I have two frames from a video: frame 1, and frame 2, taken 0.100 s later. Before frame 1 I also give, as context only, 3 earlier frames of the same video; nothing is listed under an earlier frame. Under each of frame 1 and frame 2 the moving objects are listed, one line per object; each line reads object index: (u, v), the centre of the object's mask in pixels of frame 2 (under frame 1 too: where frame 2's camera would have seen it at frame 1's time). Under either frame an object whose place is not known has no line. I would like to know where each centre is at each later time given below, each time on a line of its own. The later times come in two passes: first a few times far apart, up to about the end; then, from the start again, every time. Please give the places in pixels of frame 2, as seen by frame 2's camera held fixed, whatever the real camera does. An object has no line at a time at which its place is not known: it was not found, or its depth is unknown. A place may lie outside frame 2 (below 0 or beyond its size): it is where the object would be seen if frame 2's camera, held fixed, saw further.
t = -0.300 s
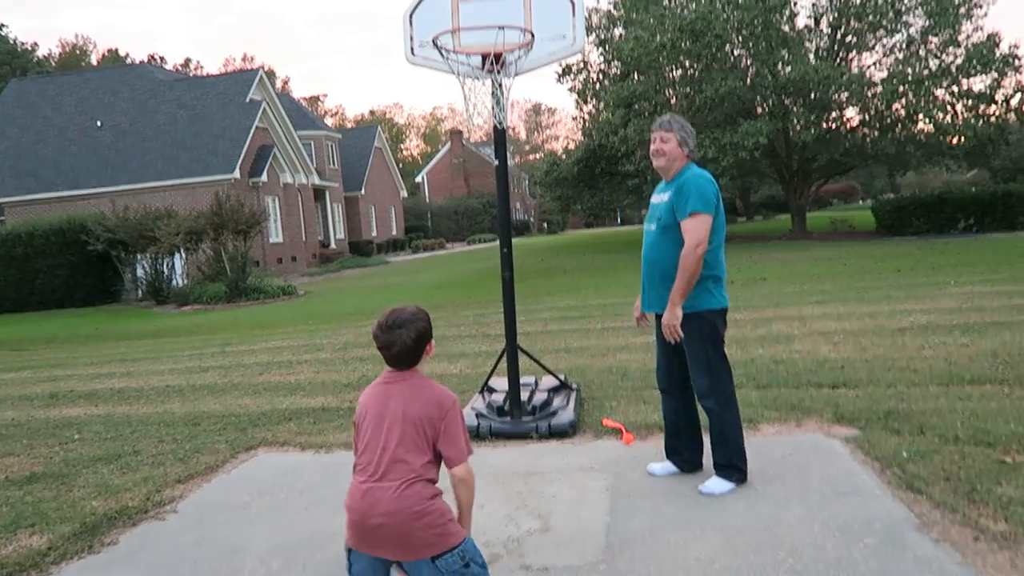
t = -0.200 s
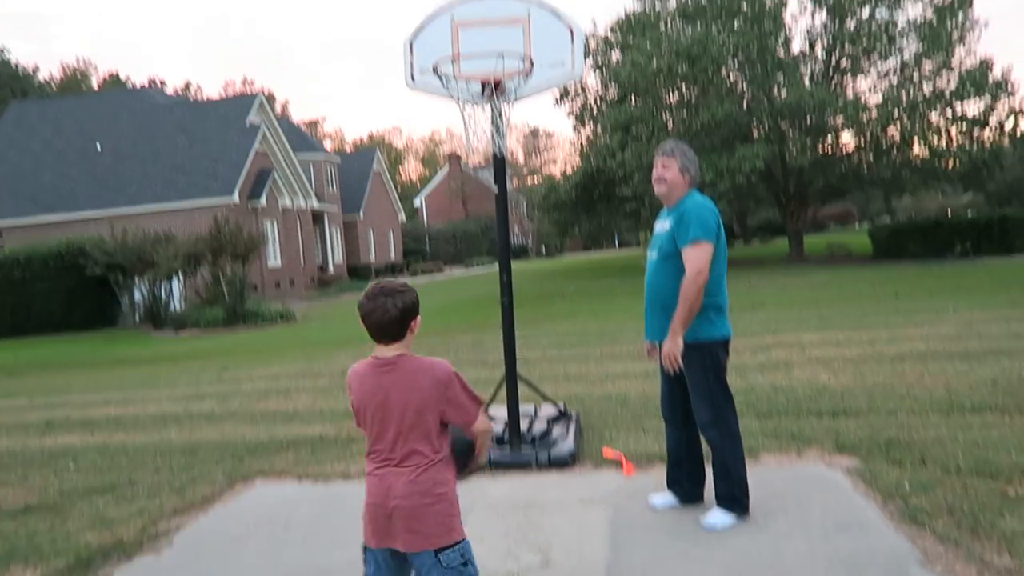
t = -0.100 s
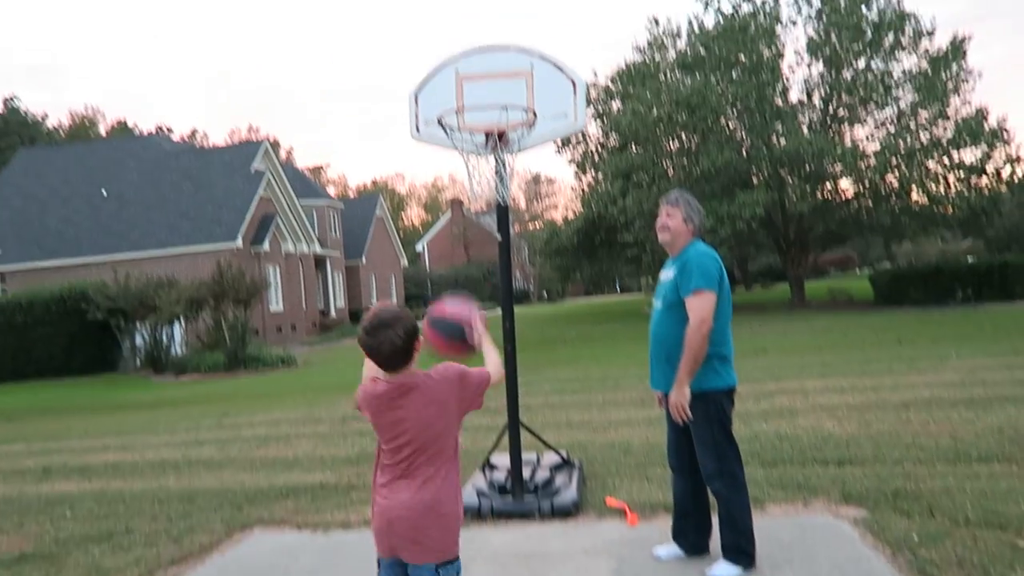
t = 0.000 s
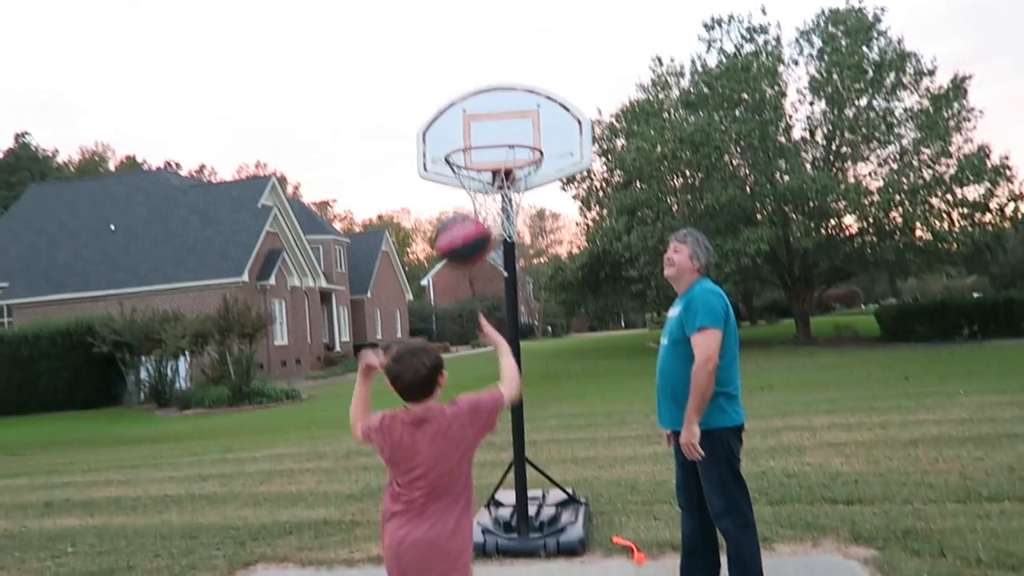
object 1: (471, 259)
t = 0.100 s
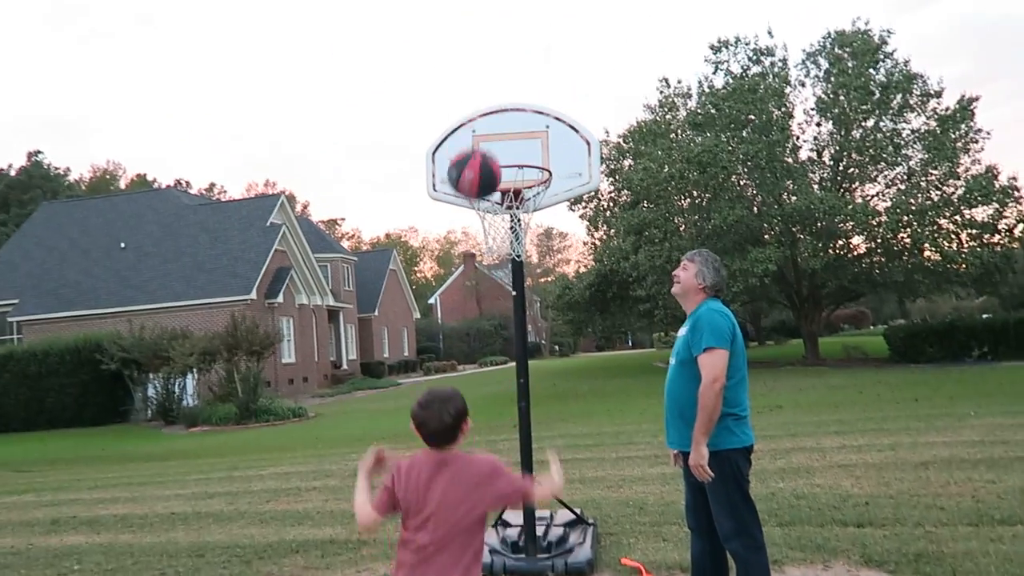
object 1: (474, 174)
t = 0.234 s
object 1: (477, 111)
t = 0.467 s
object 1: (489, 97)
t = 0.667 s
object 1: (488, 133)
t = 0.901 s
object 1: (500, 191)
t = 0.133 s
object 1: (475, 153)
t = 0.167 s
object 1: (476, 136)
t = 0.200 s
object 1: (476, 122)
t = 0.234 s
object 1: (477, 111)
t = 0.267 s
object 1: (479, 102)
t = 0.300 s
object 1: (480, 96)
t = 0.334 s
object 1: (482, 92)
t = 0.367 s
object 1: (483, 90)
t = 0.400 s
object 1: (485, 91)
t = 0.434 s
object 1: (487, 93)
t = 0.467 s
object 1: (489, 97)
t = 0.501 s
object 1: (491, 102)
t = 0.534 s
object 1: (494, 110)
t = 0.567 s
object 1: (494, 116)
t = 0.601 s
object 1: (492, 120)
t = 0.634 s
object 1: (490, 125)
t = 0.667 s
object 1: (488, 133)
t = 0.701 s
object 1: (487, 142)
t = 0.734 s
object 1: (485, 153)
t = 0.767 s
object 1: (484, 168)
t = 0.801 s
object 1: (487, 174)
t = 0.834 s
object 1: (492, 180)
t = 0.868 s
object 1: (498, 189)
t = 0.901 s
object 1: (500, 191)
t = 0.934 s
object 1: (502, 195)
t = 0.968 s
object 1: (505, 201)
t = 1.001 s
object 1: (508, 209)
